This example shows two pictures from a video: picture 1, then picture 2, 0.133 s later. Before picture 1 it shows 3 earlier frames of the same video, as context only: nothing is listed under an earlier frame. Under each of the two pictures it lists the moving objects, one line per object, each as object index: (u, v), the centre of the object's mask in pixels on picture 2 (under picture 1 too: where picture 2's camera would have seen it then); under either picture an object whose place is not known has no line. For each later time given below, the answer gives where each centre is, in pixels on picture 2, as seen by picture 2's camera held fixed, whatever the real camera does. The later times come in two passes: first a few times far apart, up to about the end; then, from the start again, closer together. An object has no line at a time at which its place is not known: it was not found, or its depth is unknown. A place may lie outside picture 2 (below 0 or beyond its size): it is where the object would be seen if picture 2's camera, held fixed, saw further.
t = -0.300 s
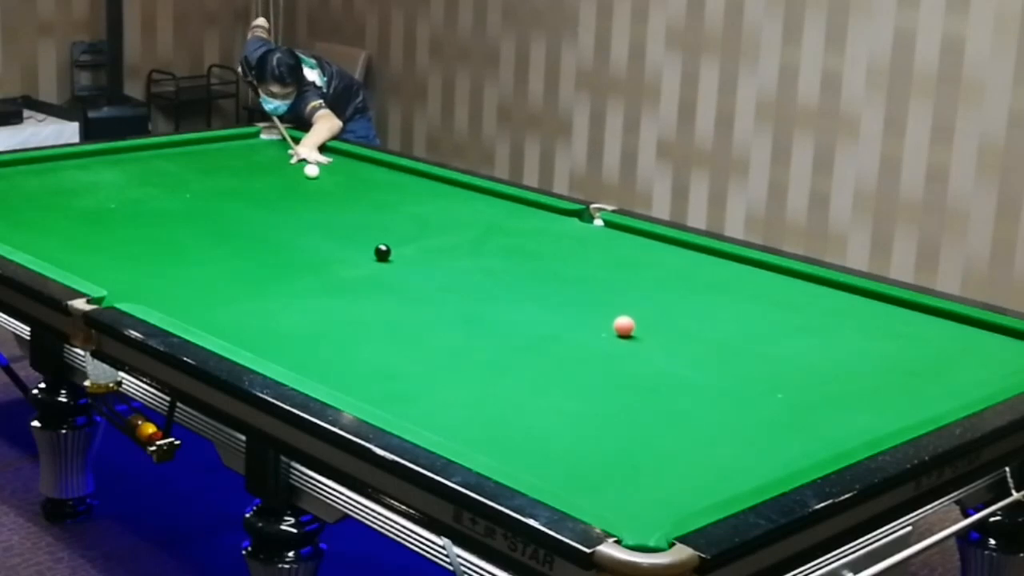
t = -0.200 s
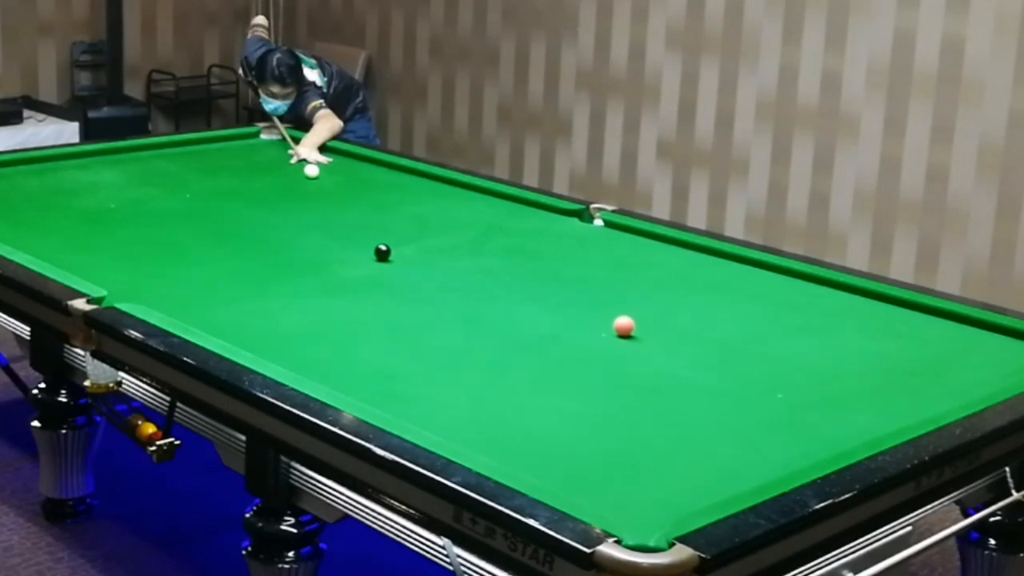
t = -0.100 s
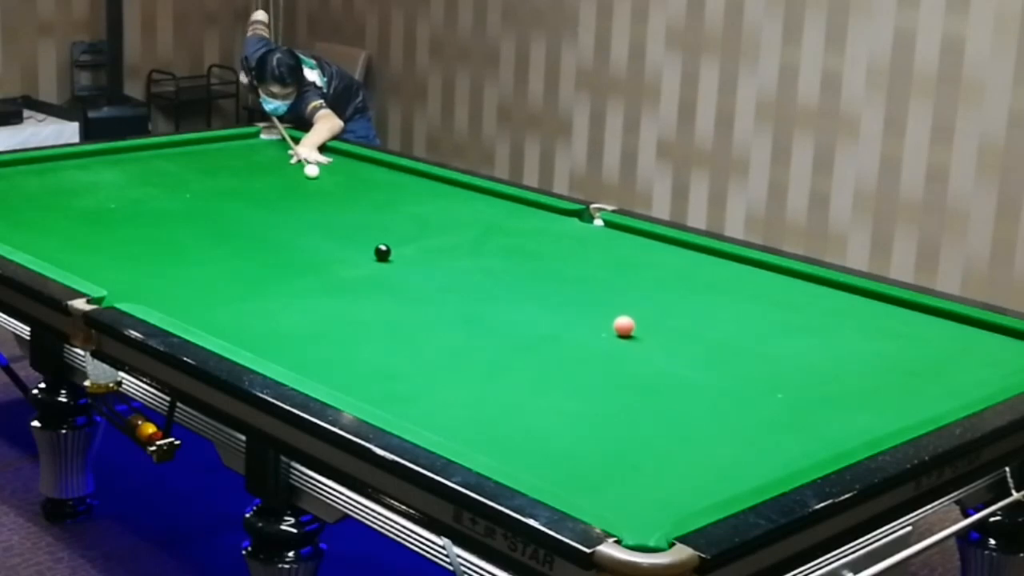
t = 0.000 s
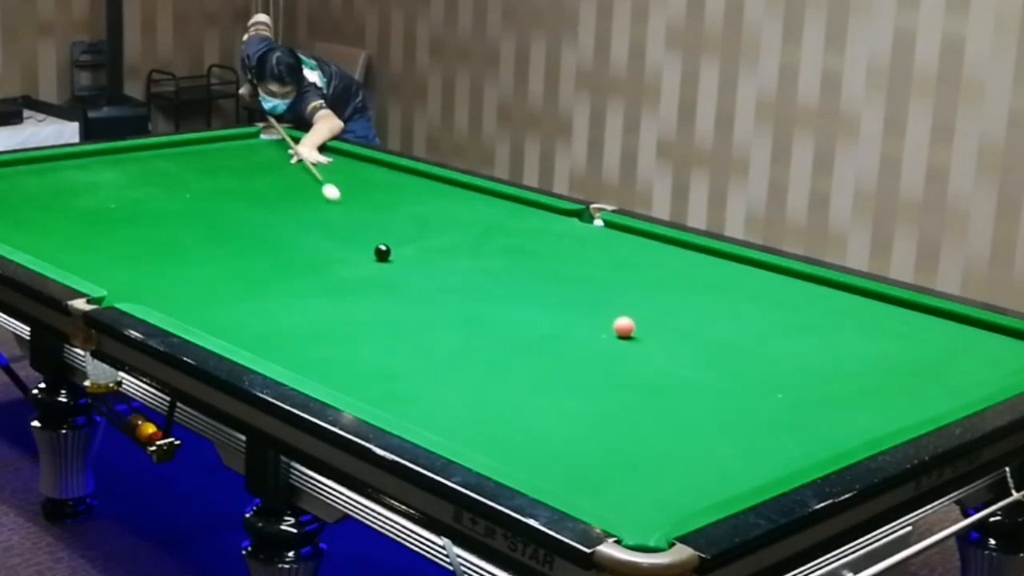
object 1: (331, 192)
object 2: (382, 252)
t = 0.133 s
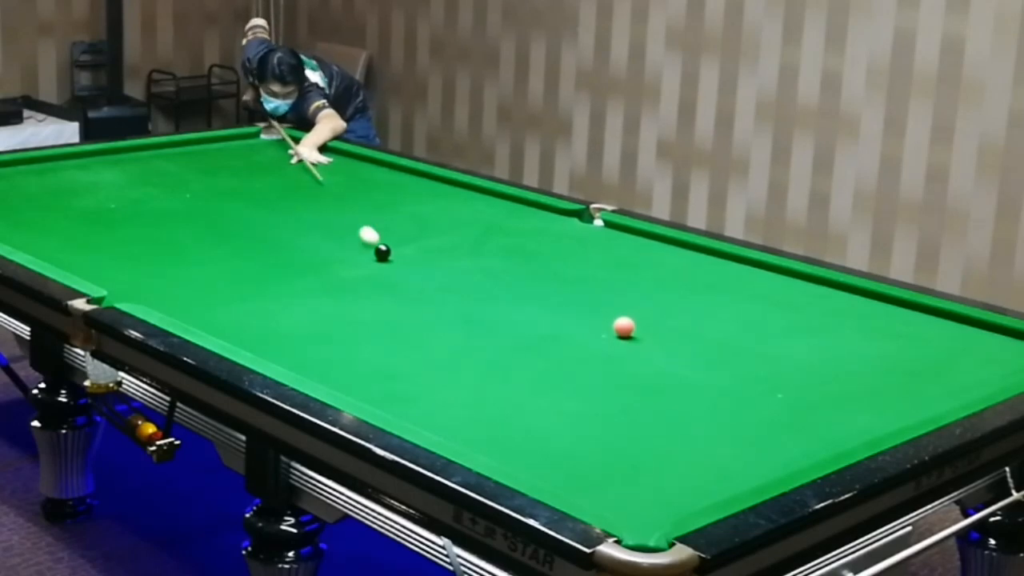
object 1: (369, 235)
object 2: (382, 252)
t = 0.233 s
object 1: (375, 247)
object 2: (406, 276)
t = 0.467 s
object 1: (369, 246)
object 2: (495, 366)
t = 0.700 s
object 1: (363, 245)
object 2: (602, 474)
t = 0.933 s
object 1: (360, 245)
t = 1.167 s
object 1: (359, 245)
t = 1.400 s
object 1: (359, 245)
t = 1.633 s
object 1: (359, 245)
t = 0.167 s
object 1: (376, 245)
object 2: (384, 254)
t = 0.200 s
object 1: (377, 246)
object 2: (395, 264)
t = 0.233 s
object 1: (375, 247)
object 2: (406, 276)
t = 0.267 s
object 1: (374, 246)
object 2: (418, 288)
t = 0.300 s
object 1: (373, 246)
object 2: (430, 300)
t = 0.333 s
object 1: (372, 246)
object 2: (442, 313)
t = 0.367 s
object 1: (371, 246)
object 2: (455, 325)
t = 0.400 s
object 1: (370, 246)
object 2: (468, 339)
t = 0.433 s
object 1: (369, 246)
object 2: (481, 352)
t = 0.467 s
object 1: (369, 246)
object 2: (495, 366)
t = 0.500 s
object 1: (368, 246)
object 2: (509, 380)
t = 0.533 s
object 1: (367, 246)
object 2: (524, 394)
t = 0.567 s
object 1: (366, 246)
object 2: (538, 409)
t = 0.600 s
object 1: (365, 246)
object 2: (553, 424)
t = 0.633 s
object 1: (365, 245)
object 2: (568, 439)
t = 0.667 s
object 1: (364, 245)
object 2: (585, 456)
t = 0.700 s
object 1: (363, 245)
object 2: (602, 474)
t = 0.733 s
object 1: (363, 245)
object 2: (621, 492)
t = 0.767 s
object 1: (362, 245)
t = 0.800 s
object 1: (362, 245)
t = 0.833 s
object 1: (361, 245)
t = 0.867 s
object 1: (361, 245)
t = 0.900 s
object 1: (361, 245)
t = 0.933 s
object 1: (360, 245)
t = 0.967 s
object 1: (360, 245)
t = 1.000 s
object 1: (360, 245)
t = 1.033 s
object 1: (360, 245)
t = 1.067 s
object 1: (359, 245)
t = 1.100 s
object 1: (359, 245)
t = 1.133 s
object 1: (359, 245)
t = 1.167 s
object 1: (359, 245)
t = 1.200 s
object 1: (359, 245)
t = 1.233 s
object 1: (359, 245)
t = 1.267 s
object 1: (359, 245)
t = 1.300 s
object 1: (359, 245)
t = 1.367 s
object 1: (359, 245)
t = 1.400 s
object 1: (359, 245)
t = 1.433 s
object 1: (359, 245)
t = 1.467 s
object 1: (359, 245)
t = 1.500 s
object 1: (359, 245)
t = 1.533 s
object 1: (359, 245)
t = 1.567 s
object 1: (359, 245)
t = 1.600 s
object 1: (359, 245)
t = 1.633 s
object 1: (359, 245)
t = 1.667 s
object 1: (359, 245)
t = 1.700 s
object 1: (359, 245)
